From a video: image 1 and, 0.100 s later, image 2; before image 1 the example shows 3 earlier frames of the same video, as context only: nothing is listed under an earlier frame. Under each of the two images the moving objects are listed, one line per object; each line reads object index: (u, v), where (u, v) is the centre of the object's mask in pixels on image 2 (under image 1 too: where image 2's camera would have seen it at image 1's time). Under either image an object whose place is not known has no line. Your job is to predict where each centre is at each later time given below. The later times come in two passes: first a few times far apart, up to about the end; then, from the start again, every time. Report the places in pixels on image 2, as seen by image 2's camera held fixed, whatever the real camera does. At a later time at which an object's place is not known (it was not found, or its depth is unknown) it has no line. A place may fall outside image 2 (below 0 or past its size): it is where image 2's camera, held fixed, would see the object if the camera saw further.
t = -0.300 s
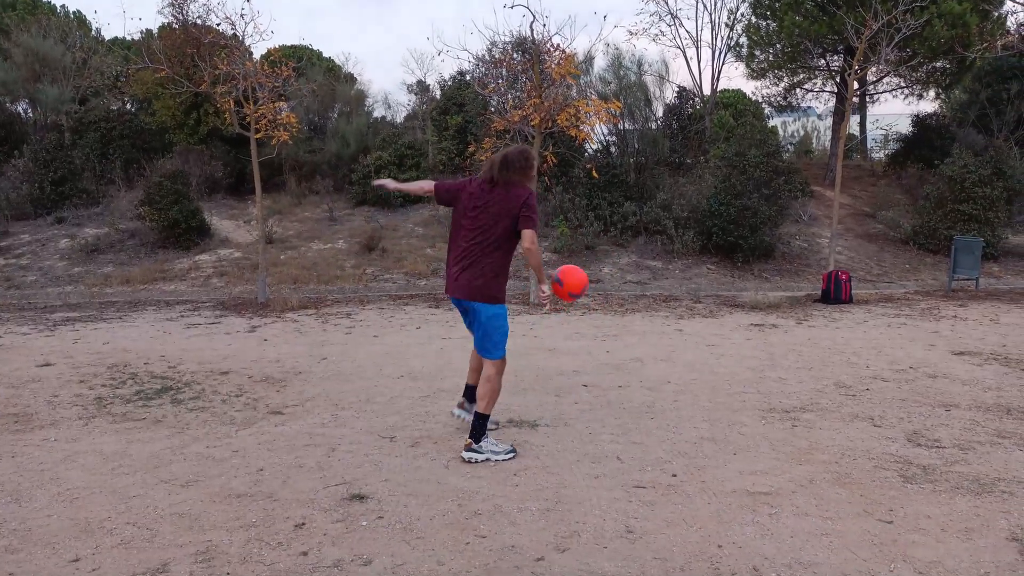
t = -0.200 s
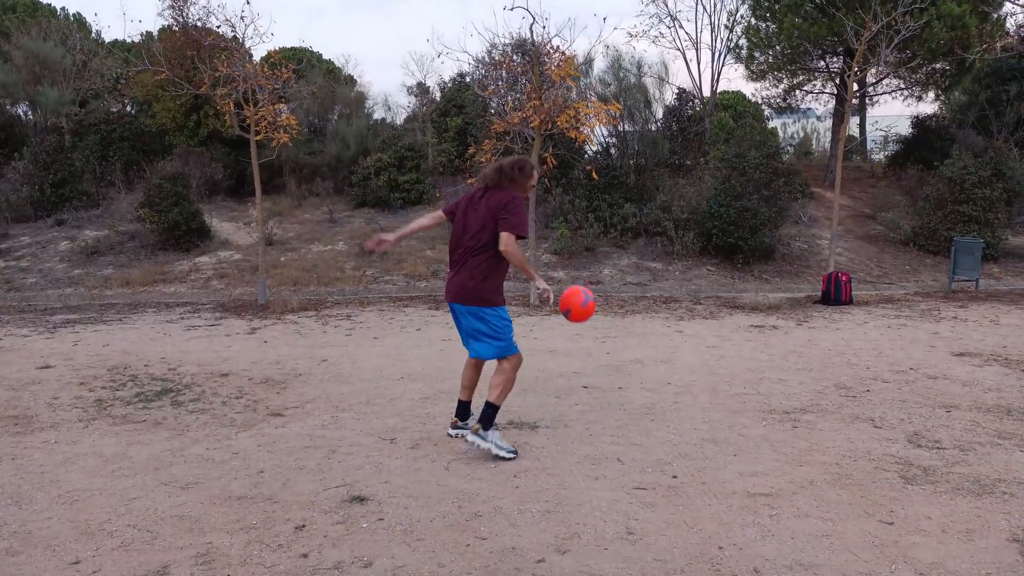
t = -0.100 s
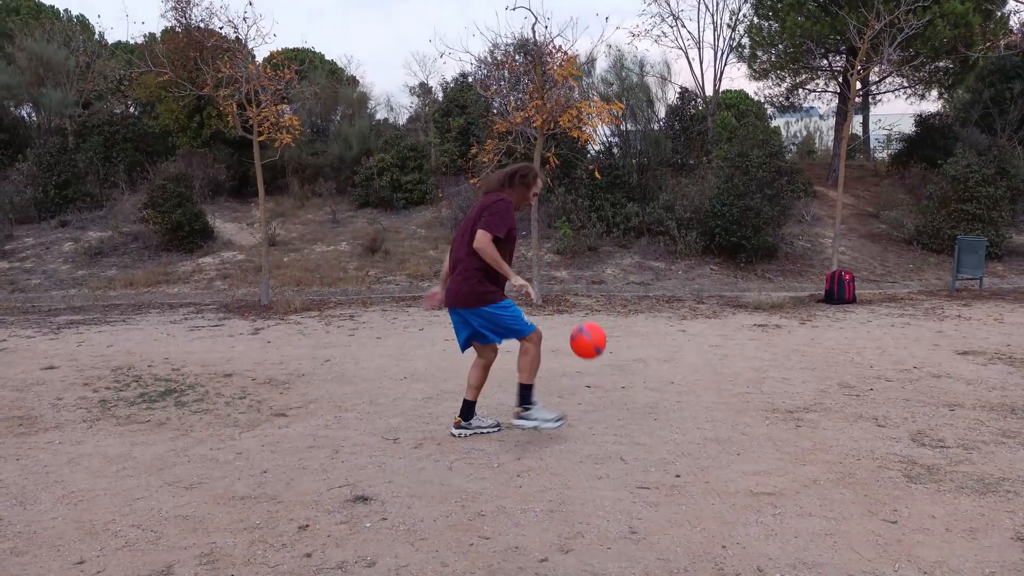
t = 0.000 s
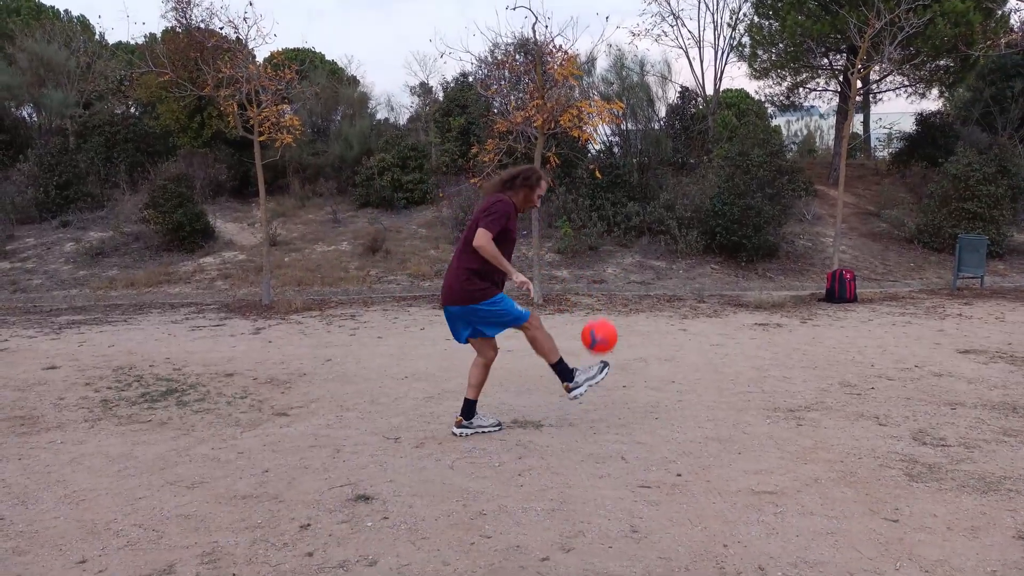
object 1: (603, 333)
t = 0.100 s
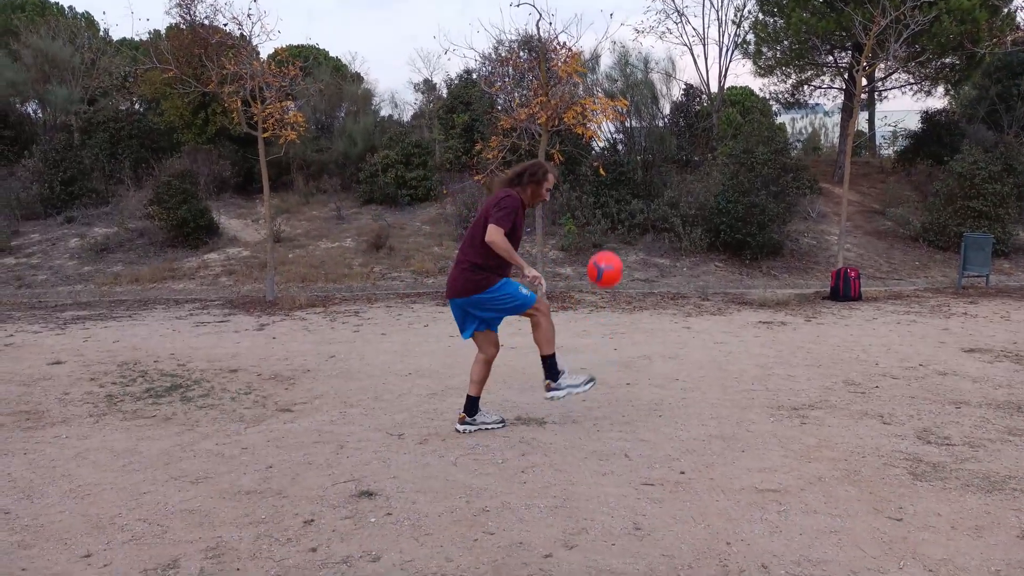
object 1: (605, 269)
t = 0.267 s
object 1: (607, 201)
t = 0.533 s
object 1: (609, 183)
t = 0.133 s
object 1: (606, 252)
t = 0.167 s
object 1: (606, 236)
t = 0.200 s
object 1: (607, 223)
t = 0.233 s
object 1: (607, 211)
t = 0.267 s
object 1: (607, 201)
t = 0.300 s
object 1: (608, 192)
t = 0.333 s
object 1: (608, 186)
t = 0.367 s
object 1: (608, 181)
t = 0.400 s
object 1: (609, 178)
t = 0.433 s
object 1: (609, 177)
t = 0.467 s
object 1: (609, 177)
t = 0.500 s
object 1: (609, 179)
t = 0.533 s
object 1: (609, 183)
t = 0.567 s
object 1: (609, 188)
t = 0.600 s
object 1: (609, 195)
